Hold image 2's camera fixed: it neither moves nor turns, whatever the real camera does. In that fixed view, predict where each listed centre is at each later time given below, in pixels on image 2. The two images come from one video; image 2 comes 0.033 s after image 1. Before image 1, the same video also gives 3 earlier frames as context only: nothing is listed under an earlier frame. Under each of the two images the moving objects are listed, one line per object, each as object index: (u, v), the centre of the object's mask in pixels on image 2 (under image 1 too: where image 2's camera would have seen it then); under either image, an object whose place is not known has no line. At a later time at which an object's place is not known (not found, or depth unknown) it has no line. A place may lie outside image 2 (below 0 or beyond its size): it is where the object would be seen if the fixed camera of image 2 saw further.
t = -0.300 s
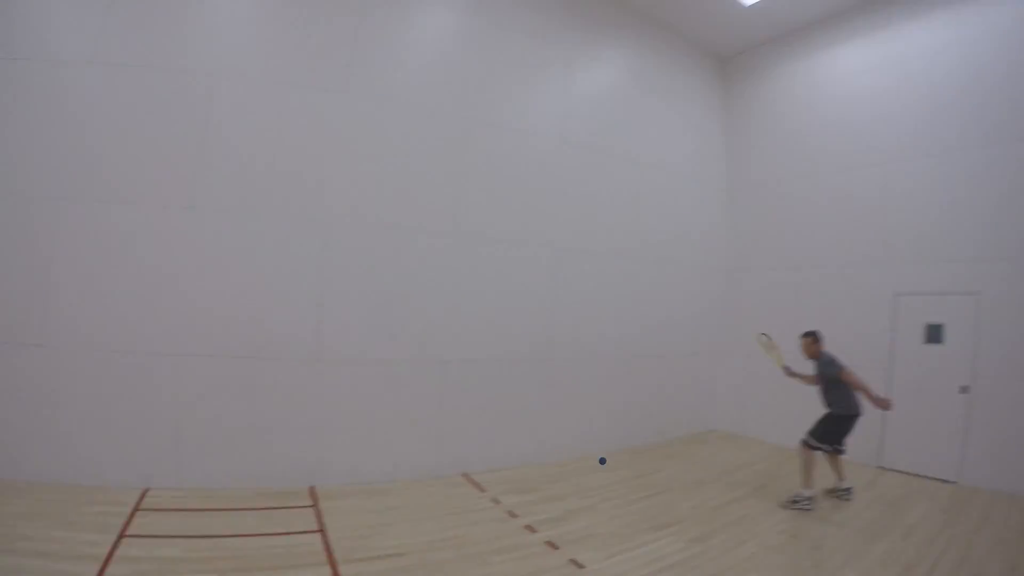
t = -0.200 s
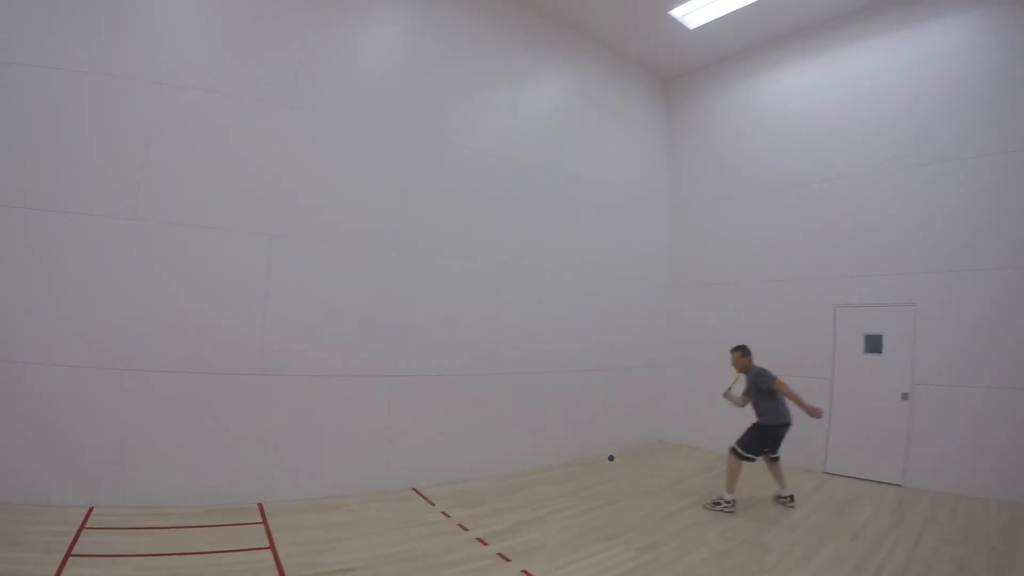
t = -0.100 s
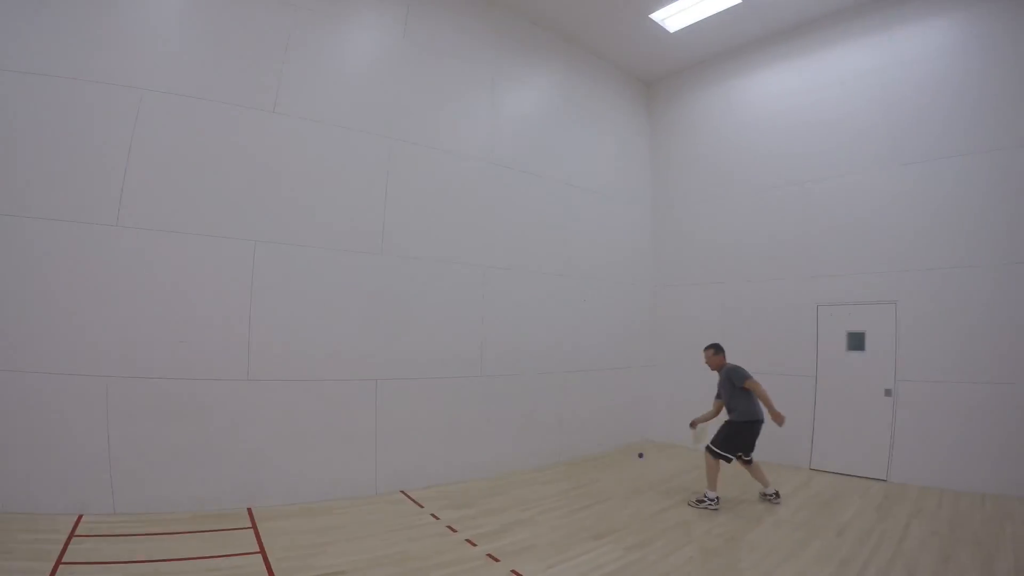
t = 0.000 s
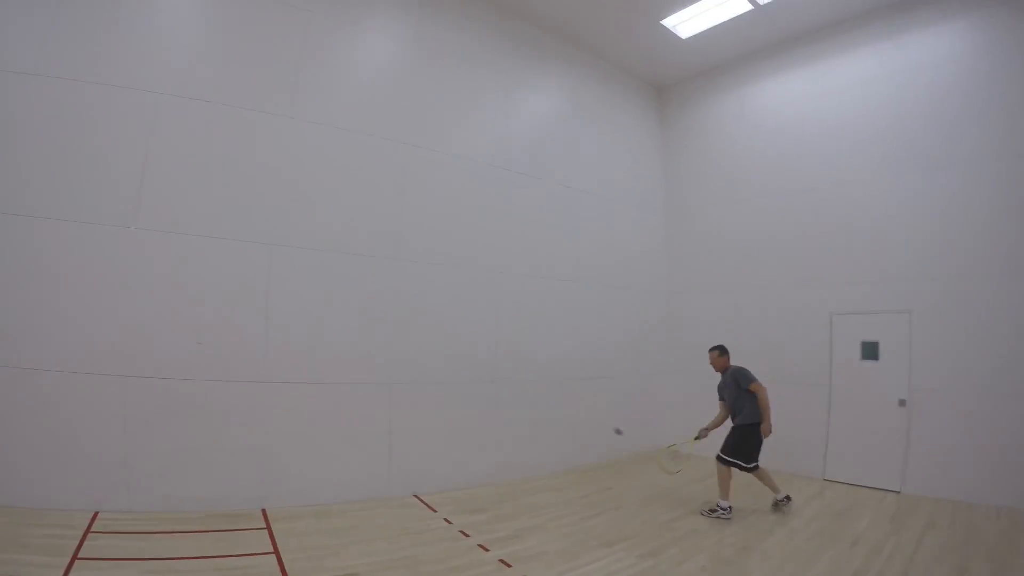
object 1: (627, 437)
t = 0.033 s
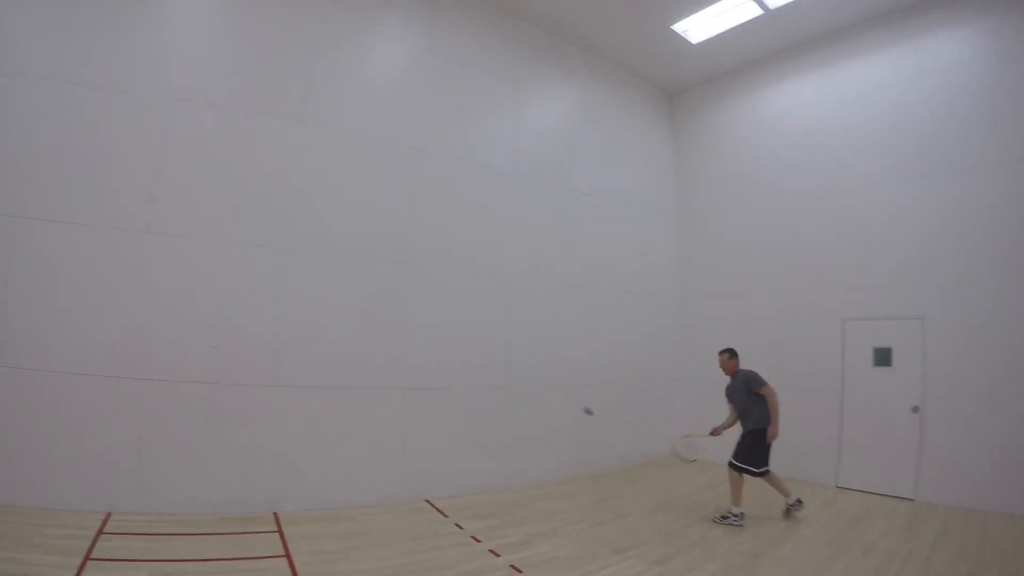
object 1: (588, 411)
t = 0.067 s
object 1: (542, 383)
